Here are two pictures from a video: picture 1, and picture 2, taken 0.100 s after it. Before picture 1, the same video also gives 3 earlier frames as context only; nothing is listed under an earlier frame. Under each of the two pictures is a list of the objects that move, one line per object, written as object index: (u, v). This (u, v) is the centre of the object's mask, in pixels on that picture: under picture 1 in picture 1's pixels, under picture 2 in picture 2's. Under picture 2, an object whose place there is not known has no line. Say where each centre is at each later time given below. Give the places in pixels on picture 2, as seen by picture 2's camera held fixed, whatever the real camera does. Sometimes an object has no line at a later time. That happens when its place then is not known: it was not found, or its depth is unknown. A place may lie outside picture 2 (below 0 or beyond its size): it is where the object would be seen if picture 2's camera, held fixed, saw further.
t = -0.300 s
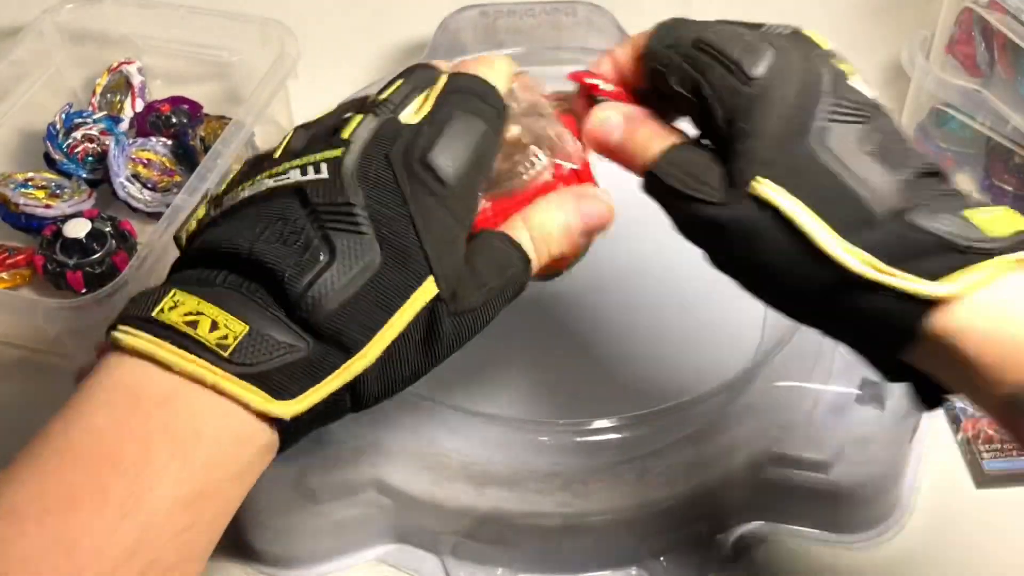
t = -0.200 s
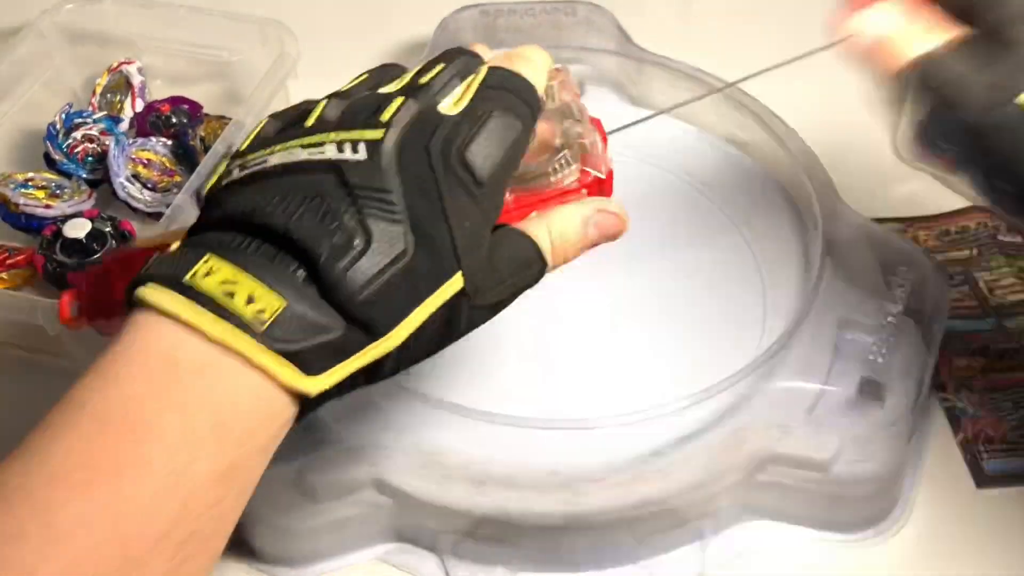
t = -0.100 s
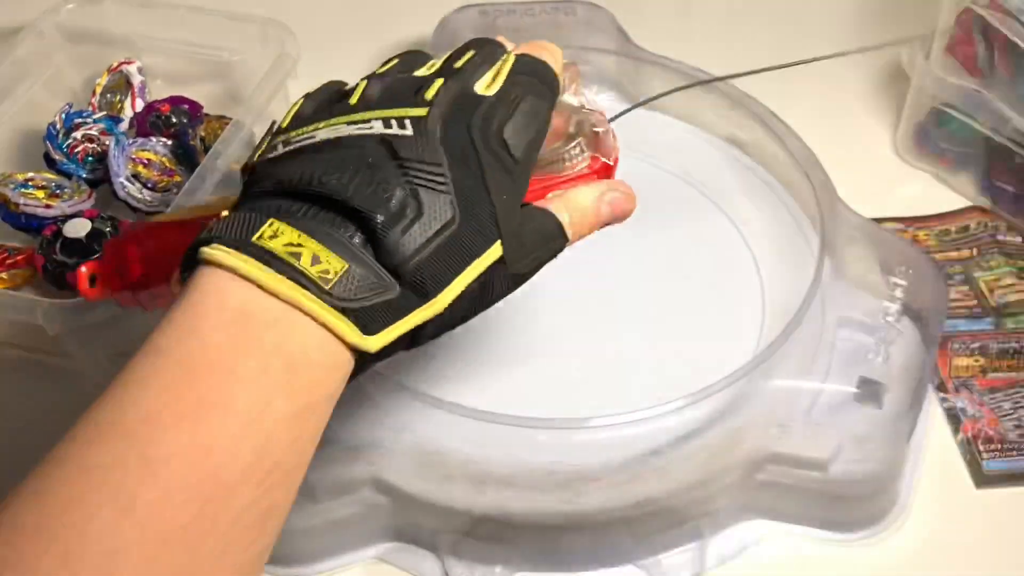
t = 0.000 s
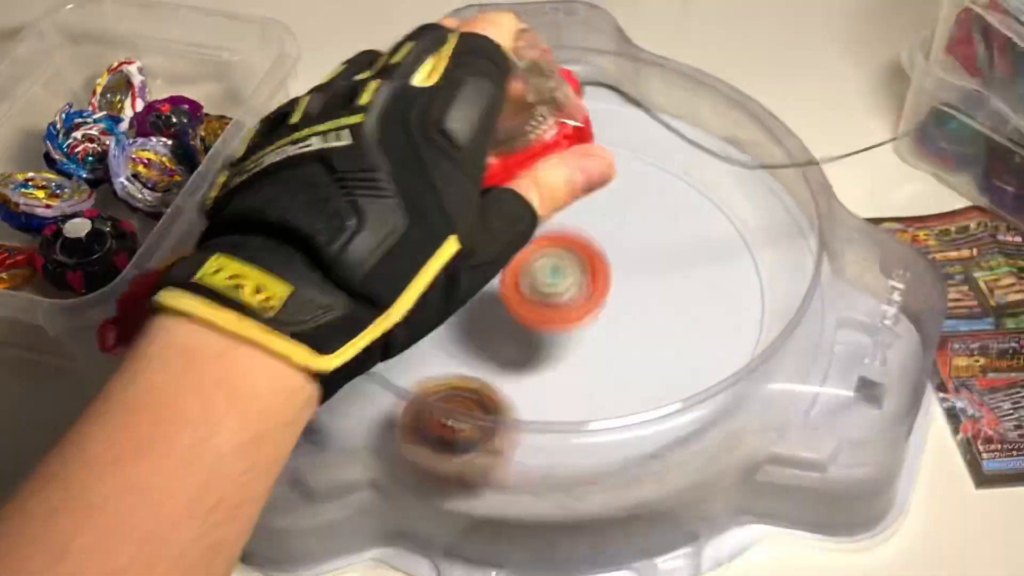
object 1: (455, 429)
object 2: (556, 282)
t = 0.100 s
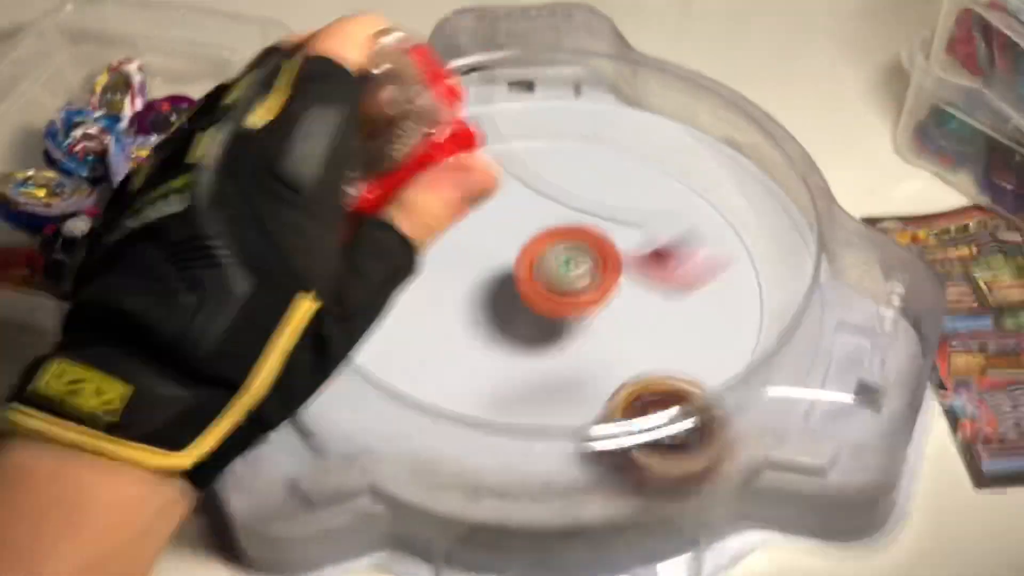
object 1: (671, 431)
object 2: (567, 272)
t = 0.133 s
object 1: (717, 401)
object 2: (572, 257)
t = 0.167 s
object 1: (763, 363)
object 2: (576, 257)
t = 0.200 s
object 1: (796, 321)
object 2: (579, 271)
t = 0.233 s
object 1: (817, 279)
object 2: (578, 277)
